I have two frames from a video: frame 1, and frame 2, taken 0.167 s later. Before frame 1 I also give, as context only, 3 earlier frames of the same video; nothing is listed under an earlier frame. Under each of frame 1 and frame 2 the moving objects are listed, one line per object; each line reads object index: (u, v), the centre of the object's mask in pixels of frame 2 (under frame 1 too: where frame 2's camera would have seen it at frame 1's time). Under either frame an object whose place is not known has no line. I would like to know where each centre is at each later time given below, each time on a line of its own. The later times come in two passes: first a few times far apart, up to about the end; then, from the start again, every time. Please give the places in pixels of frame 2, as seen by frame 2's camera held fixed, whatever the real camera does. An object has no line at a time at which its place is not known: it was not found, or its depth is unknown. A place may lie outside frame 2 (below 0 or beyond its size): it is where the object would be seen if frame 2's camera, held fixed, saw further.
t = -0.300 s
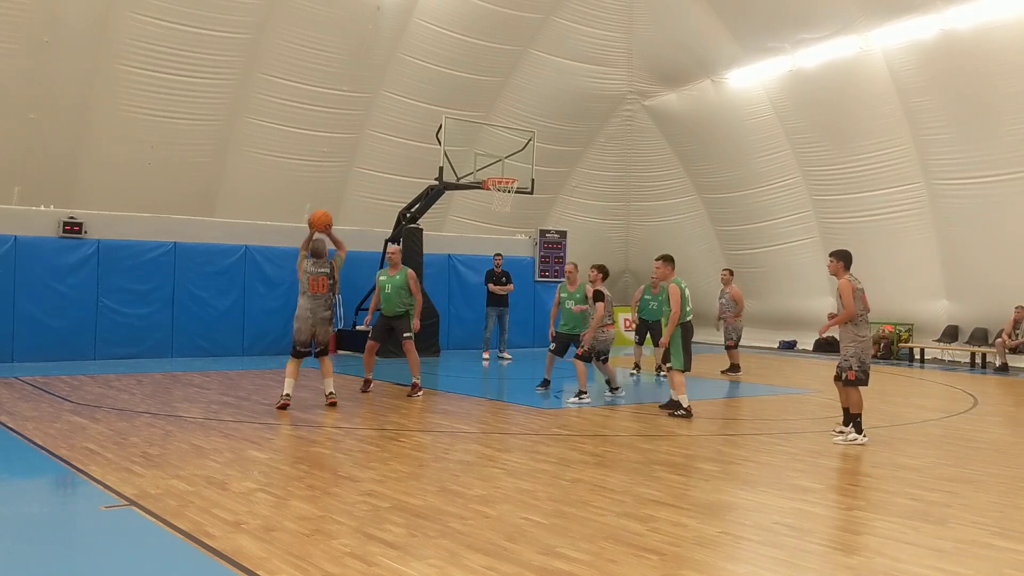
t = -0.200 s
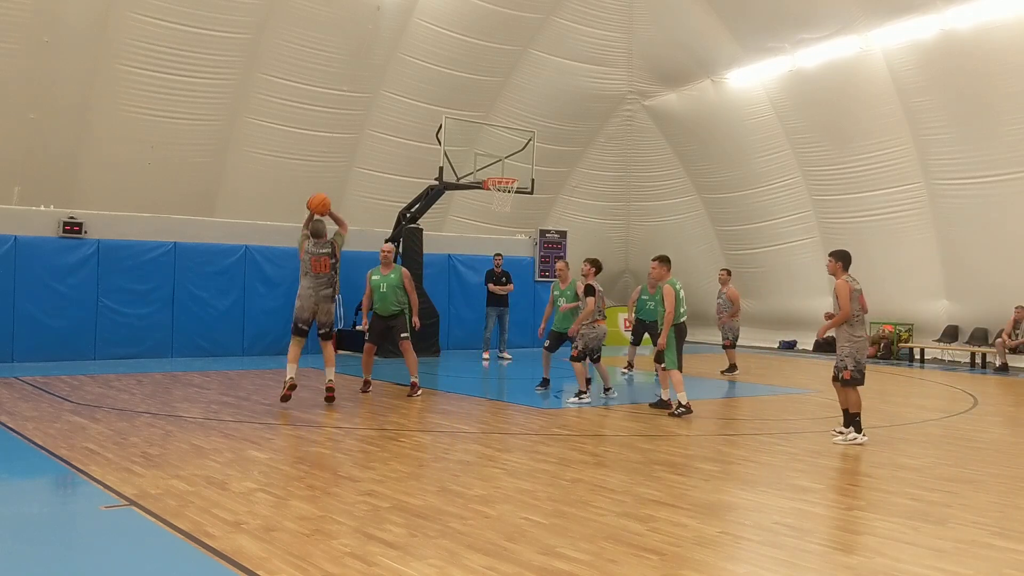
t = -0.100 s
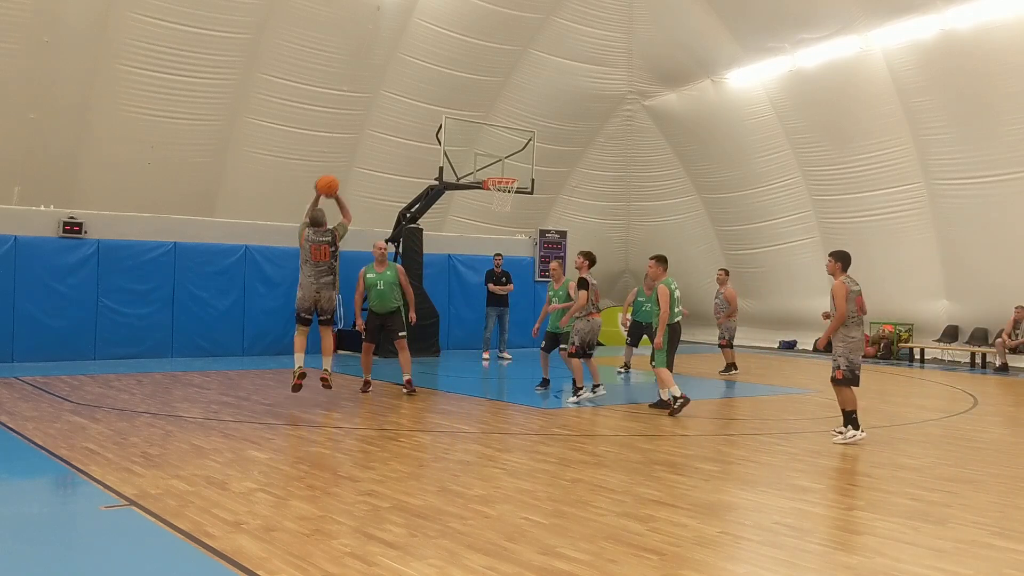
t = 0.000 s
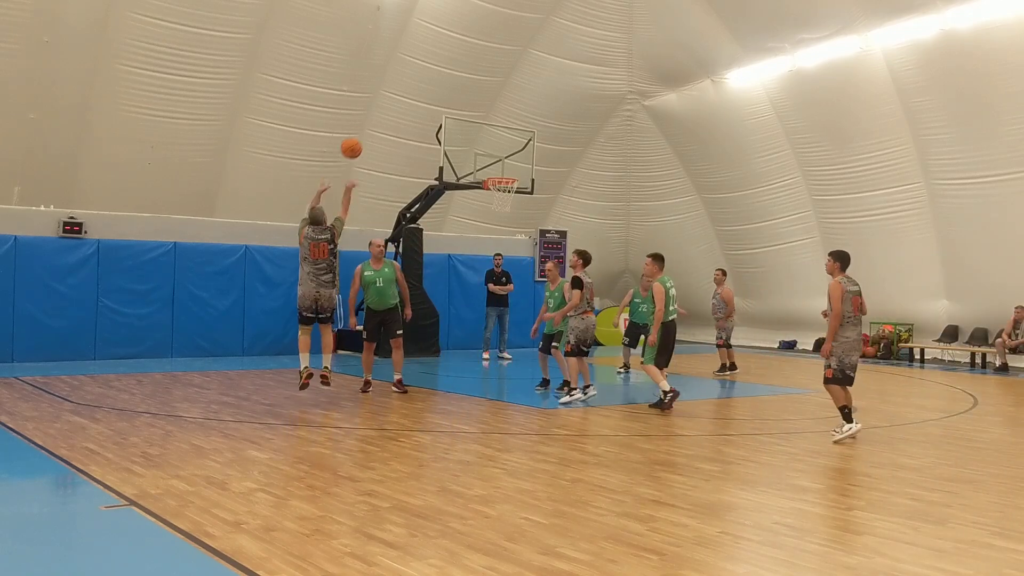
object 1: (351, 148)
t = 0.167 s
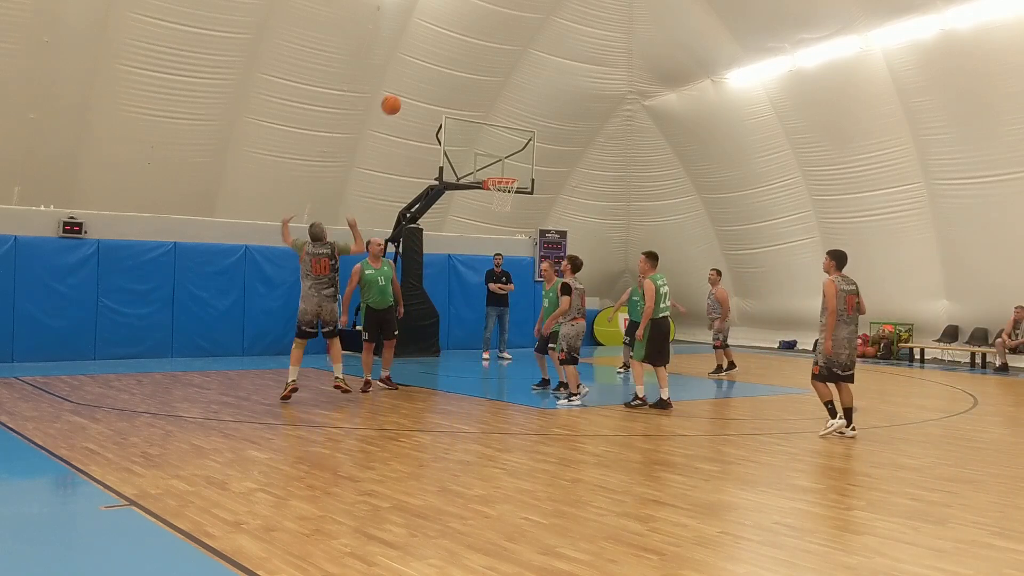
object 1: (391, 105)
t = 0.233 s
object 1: (405, 95)
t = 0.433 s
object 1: (443, 87)
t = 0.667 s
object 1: (479, 114)
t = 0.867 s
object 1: (505, 162)
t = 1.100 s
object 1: (550, 167)
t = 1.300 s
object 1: (594, 186)
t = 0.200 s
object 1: (398, 99)
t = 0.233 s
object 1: (405, 95)
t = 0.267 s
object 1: (412, 92)
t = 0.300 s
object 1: (419, 89)
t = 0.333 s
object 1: (425, 87)
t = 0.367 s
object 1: (431, 87)
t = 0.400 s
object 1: (437, 86)
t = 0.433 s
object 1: (443, 87)
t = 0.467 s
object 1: (449, 89)
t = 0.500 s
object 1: (454, 91)
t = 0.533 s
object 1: (460, 94)
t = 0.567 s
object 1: (465, 98)
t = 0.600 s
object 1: (469, 103)
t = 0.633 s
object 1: (474, 108)
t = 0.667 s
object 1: (479, 114)
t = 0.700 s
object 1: (484, 120)
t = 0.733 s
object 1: (488, 127)
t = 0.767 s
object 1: (493, 135)
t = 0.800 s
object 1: (497, 144)
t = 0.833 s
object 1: (501, 152)
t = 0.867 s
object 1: (505, 162)
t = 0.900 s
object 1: (509, 171)
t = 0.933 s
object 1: (515, 172)
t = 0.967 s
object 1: (522, 170)
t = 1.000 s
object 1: (529, 168)
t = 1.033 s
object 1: (536, 167)
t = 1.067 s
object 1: (543, 167)
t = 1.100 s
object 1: (550, 167)
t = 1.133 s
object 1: (557, 169)
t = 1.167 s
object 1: (564, 171)
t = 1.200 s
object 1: (571, 173)
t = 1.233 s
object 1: (579, 176)
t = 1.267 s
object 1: (586, 180)
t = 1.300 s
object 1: (594, 186)
